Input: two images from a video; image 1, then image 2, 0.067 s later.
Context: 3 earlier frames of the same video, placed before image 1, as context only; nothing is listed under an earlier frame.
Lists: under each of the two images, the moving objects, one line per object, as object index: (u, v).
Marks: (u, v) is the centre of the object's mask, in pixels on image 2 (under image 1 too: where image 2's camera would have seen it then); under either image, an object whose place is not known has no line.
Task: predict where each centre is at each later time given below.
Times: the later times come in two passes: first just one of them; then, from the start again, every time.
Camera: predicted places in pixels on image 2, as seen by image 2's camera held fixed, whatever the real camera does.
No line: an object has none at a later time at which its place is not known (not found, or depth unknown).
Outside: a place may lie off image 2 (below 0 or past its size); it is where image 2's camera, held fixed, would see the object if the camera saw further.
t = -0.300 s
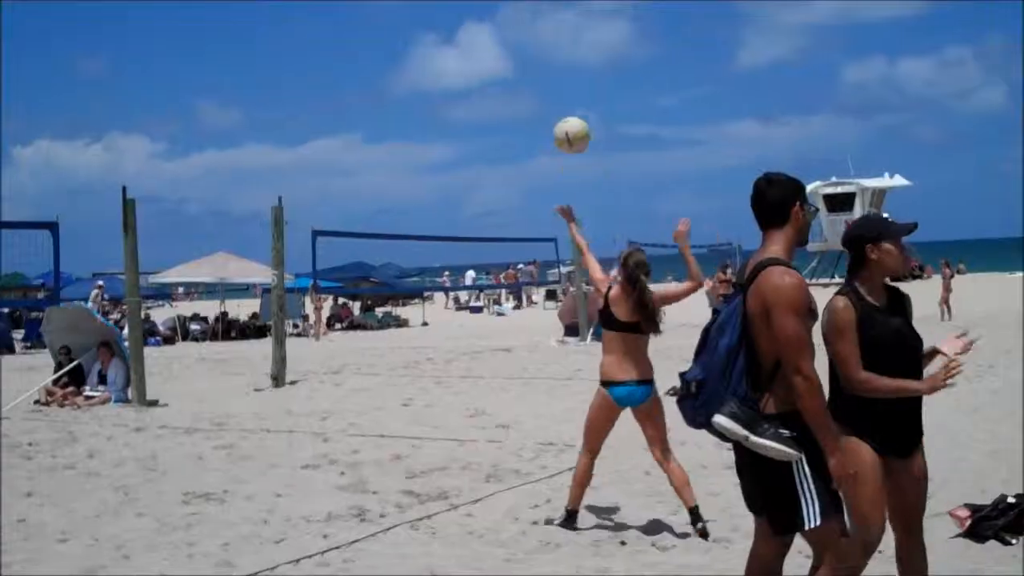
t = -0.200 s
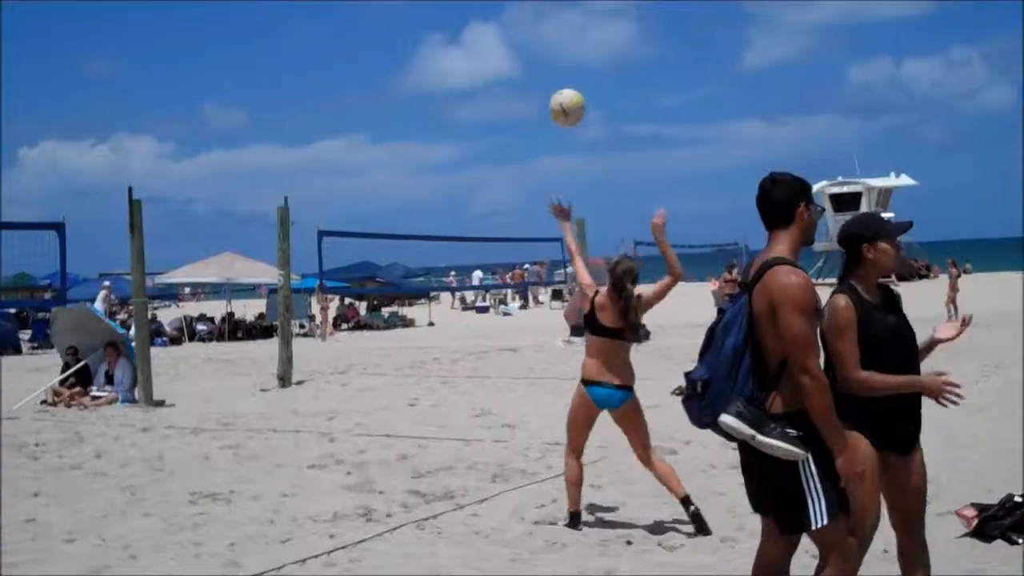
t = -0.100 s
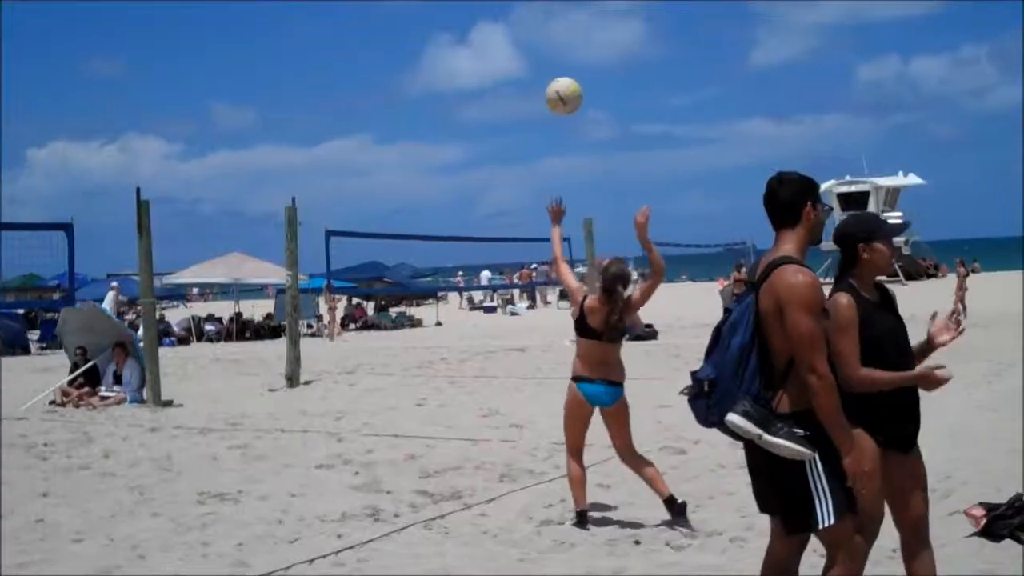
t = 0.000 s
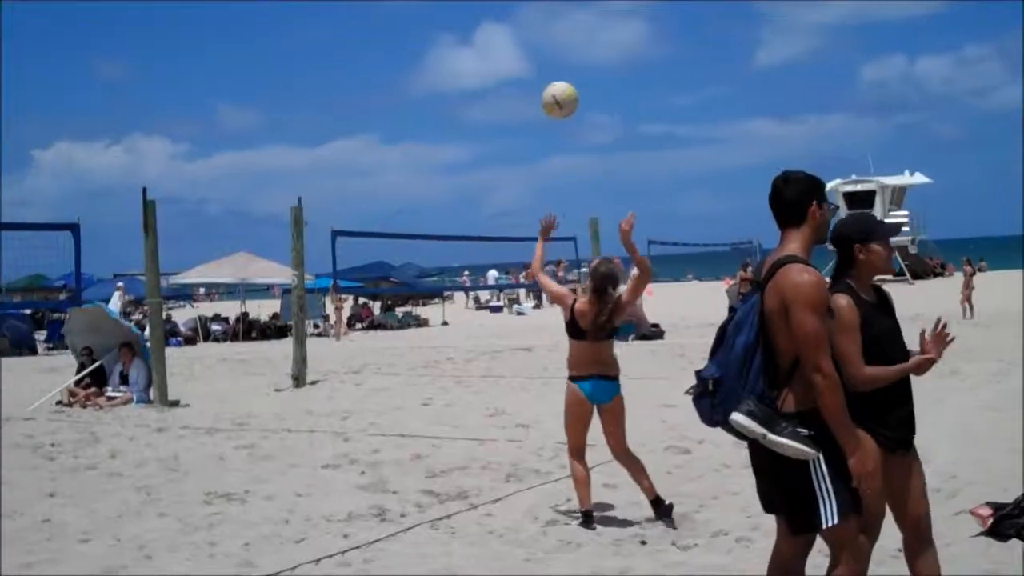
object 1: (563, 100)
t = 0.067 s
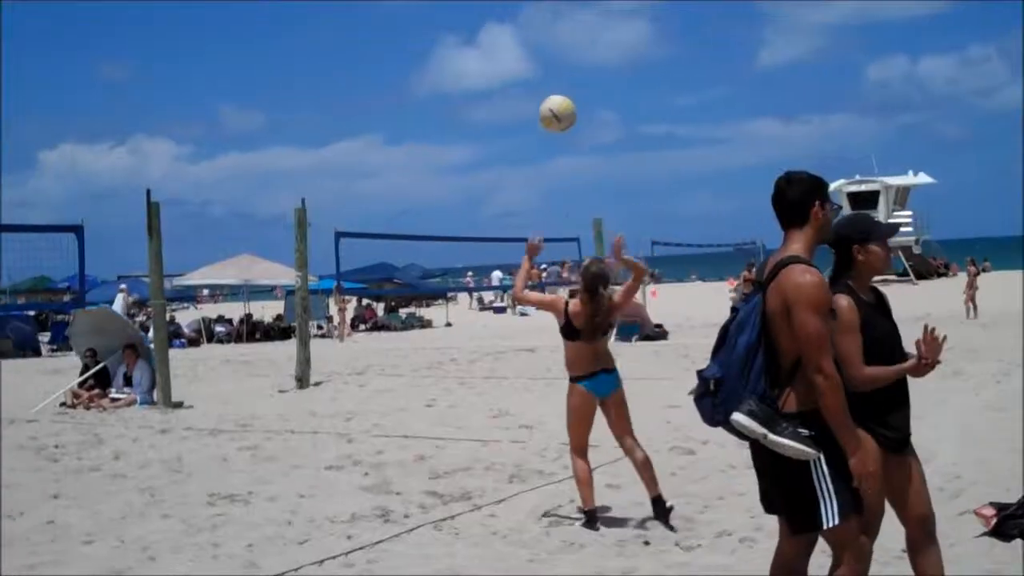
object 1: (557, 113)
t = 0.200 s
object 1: (544, 162)
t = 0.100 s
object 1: (554, 122)
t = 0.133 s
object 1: (551, 133)
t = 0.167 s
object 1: (548, 147)
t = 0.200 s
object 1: (544, 162)
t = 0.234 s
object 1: (541, 179)
